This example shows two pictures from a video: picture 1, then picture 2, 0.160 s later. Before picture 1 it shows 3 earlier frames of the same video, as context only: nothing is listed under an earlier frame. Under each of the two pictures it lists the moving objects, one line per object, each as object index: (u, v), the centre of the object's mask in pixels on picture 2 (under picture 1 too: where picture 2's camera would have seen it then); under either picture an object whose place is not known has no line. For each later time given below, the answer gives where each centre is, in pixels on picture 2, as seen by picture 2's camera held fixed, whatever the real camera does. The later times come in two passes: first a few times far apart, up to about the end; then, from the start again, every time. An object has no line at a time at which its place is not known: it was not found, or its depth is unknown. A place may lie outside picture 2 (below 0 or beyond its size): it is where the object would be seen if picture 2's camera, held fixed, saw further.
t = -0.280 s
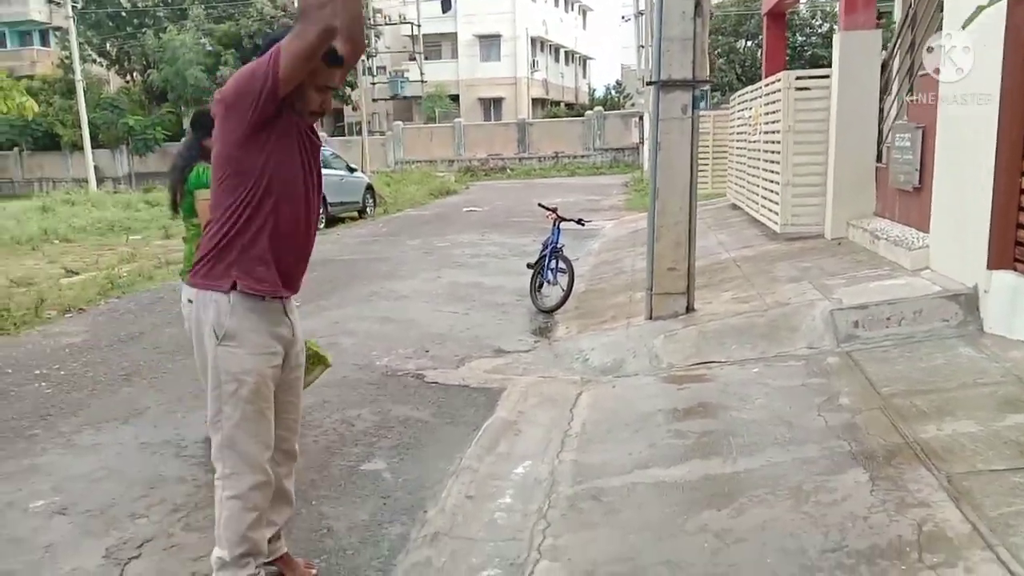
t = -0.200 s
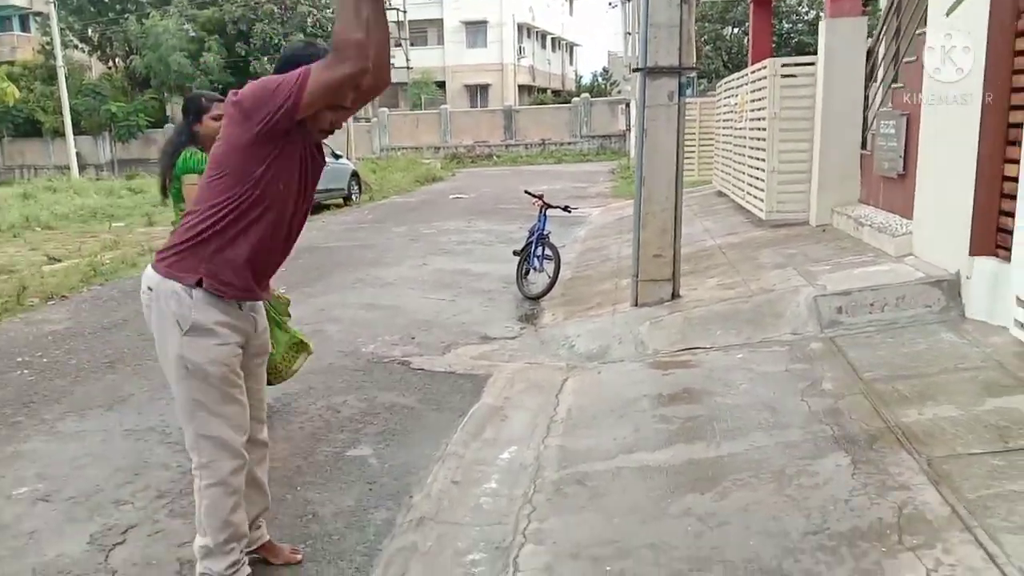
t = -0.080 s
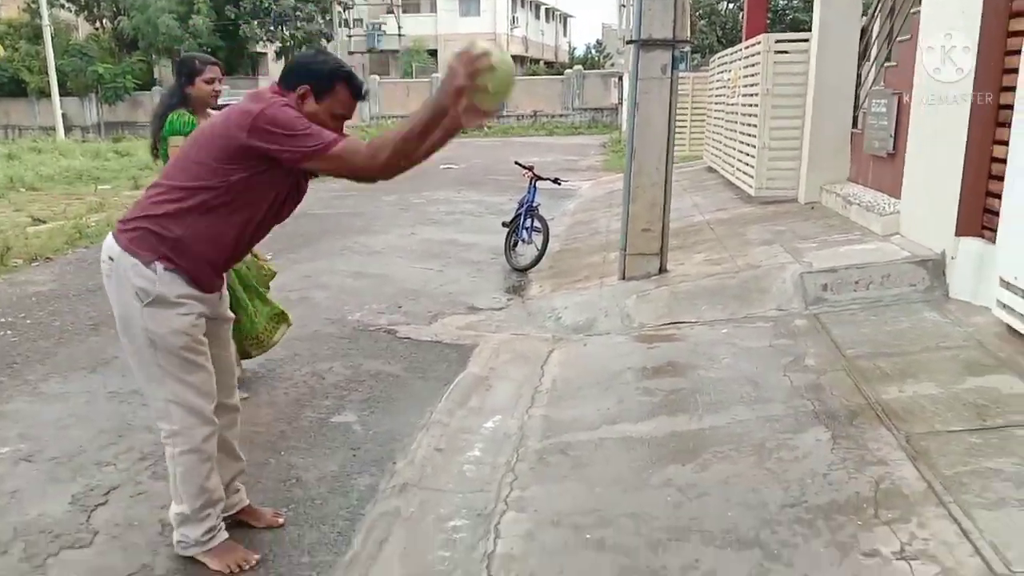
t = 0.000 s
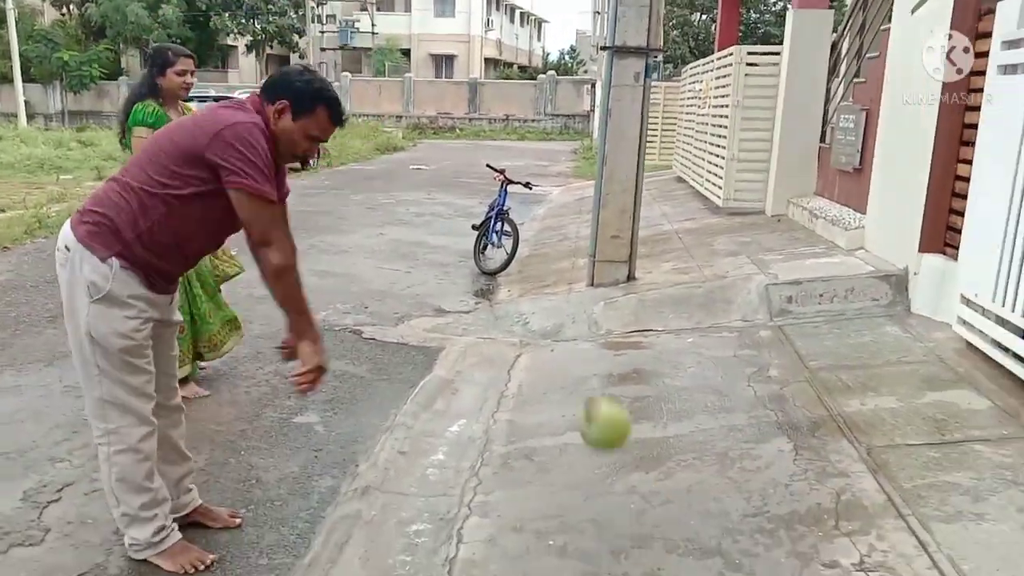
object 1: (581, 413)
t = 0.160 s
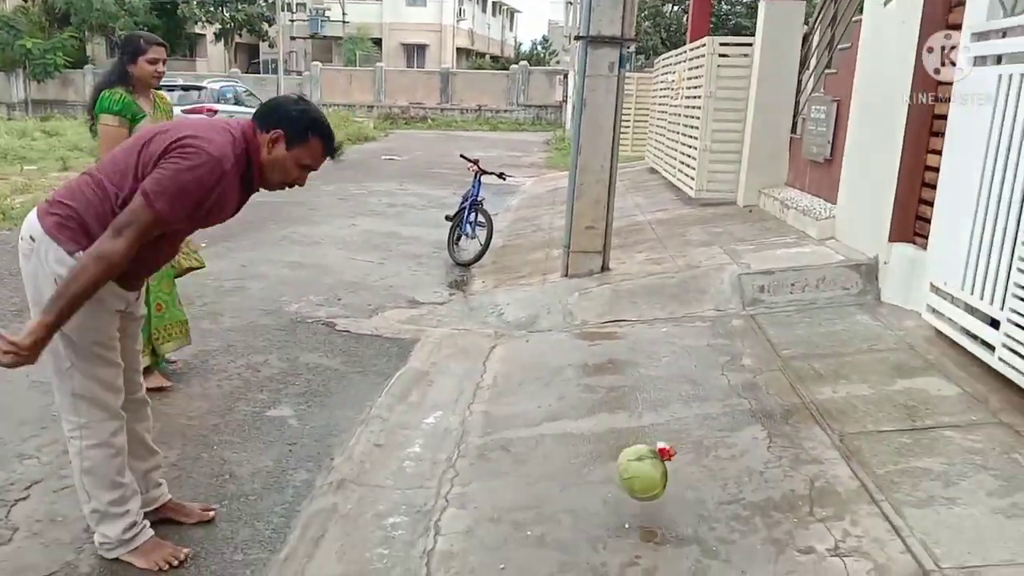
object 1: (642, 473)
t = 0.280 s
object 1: (673, 484)
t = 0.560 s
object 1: (700, 481)
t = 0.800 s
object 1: (701, 479)
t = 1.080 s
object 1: (675, 489)
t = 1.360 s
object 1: (629, 484)
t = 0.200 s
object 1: (660, 471)
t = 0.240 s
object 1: (666, 476)
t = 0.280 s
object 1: (673, 484)
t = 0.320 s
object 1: (679, 494)
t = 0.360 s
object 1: (685, 492)
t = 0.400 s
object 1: (688, 487)
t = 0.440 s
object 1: (694, 486)
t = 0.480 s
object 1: (697, 483)
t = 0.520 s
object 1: (699, 483)
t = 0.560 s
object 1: (700, 481)
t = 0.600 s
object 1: (702, 480)
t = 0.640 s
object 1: (703, 480)
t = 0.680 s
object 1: (703, 479)
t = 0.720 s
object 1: (703, 480)
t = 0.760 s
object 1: (702, 479)
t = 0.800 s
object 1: (701, 479)
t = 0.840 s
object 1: (698, 480)
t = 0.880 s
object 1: (696, 481)
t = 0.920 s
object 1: (694, 483)
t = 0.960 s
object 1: (691, 484)
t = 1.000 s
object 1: (687, 485)
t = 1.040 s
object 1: (683, 487)
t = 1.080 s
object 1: (675, 489)
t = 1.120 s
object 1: (670, 490)
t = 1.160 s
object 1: (664, 491)
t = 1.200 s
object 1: (658, 491)
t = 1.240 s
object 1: (652, 490)
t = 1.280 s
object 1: (641, 488)
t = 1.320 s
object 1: (636, 486)
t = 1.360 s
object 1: (629, 484)
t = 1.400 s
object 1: (623, 484)
